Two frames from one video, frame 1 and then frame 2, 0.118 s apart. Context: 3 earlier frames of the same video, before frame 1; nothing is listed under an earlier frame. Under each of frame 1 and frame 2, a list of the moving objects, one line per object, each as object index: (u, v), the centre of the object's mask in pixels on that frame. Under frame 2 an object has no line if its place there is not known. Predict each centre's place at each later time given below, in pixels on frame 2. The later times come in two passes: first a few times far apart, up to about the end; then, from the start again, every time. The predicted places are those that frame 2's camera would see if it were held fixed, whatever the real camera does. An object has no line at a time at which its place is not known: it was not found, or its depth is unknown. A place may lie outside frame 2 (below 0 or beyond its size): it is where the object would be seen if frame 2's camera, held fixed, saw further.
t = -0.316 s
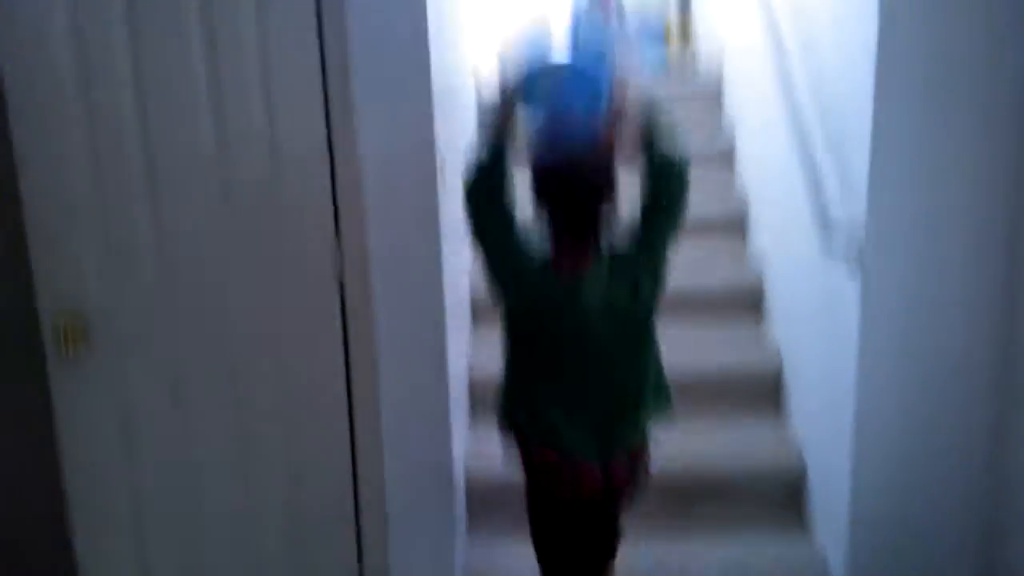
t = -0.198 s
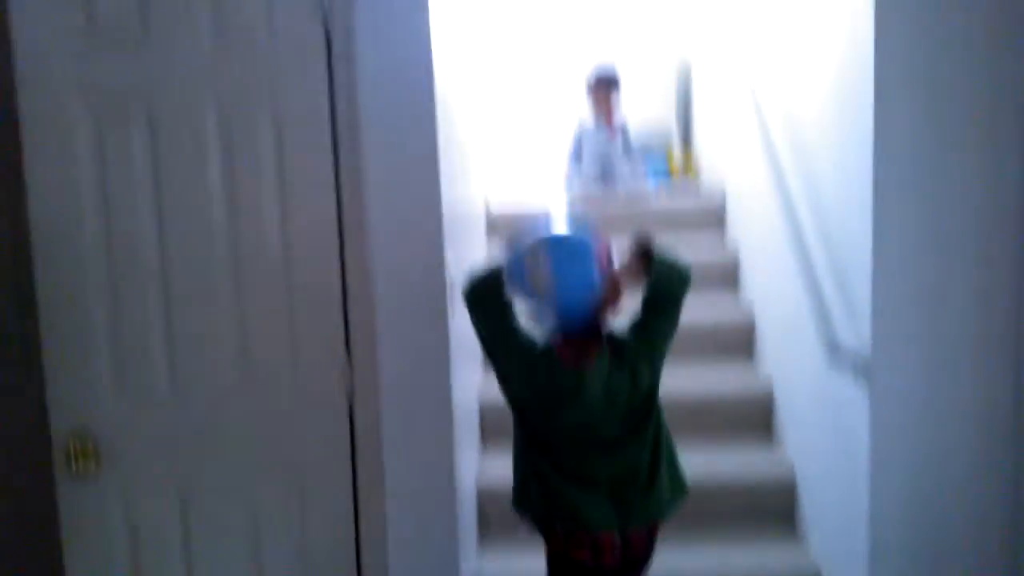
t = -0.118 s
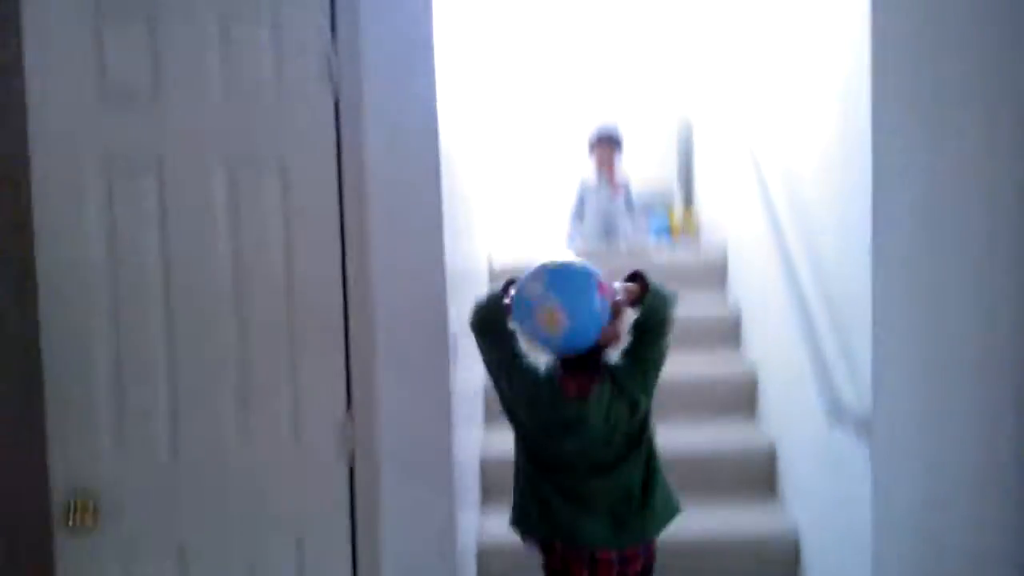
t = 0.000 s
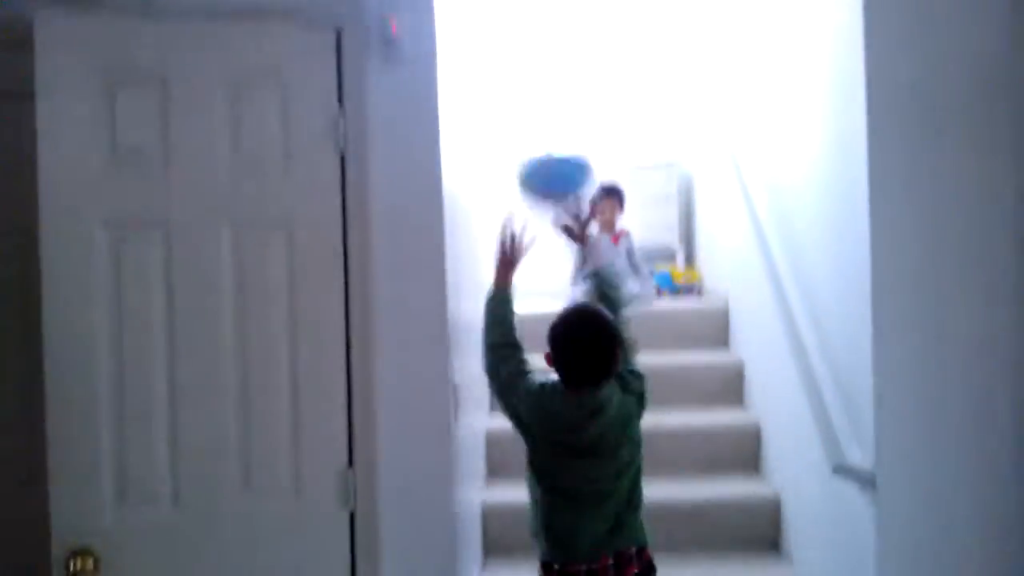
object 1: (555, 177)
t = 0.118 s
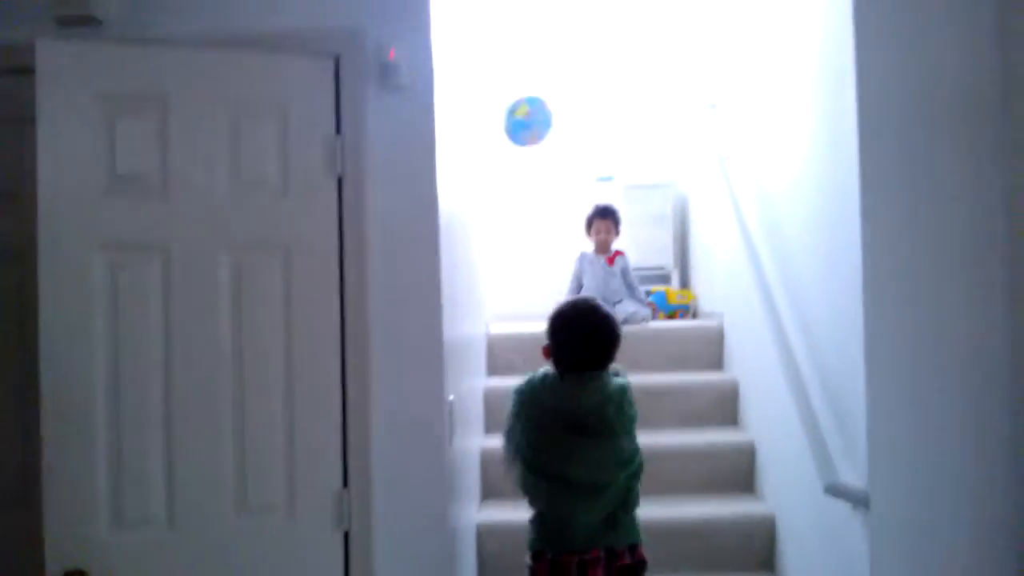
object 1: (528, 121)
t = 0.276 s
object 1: (515, 114)
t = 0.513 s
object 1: (521, 150)
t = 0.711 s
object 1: (549, 237)
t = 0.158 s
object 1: (523, 115)
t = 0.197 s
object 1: (520, 112)
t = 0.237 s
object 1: (518, 112)
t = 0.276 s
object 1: (515, 114)
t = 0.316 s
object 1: (513, 119)
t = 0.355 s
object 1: (513, 128)
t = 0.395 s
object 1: (513, 138)
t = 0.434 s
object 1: (515, 142)
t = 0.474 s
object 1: (518, 144)
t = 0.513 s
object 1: (521, 150)
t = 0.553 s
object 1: (527, 159)
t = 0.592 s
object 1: (533, 174)
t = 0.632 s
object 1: (539, 193)
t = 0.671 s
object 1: (543, 213)
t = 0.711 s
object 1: (549, 237)
